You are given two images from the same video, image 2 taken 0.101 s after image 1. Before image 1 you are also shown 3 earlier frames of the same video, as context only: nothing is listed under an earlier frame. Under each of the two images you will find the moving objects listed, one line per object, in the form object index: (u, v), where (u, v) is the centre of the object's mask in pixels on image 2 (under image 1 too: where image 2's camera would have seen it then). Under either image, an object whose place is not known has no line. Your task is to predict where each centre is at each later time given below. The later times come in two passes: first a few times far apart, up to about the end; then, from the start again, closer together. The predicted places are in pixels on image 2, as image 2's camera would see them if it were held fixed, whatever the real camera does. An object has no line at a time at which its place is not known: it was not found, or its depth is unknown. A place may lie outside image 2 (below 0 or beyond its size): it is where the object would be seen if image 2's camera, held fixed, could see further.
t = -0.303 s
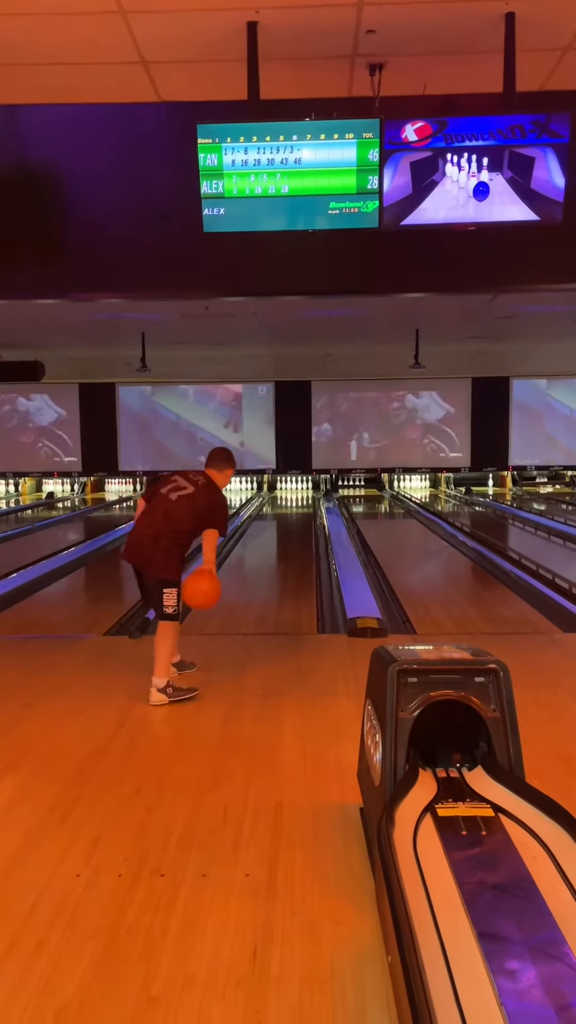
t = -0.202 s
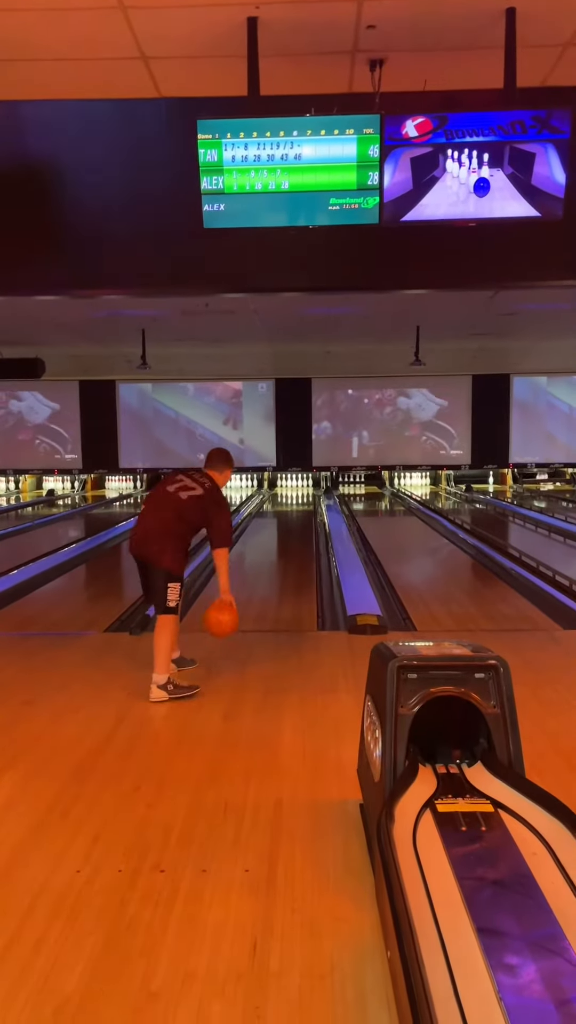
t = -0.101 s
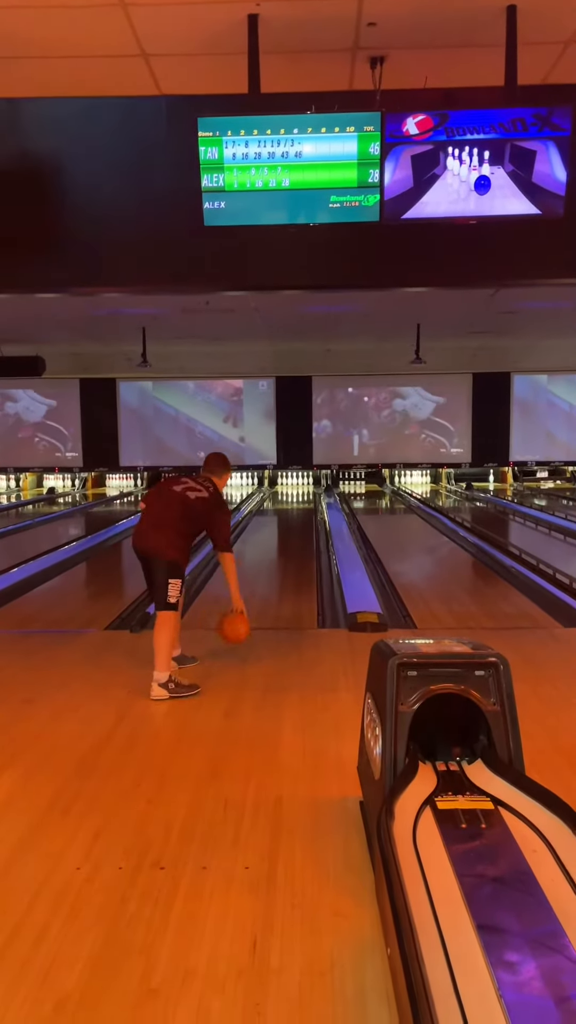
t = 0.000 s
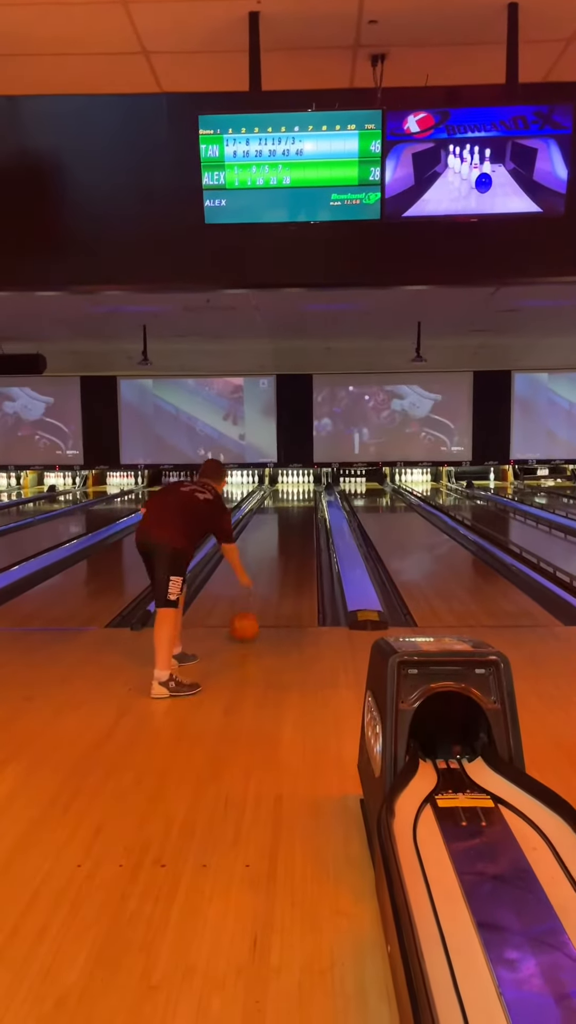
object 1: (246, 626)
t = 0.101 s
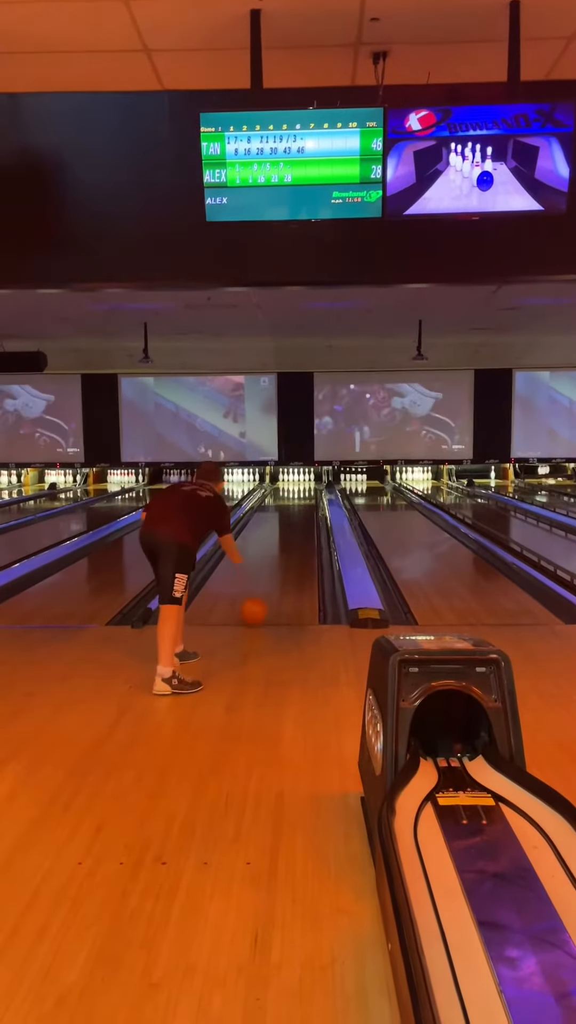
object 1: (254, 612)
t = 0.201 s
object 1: (260, 598)
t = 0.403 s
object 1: (270, 580)
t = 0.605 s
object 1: (277, 565)
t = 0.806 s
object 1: (284, 553)
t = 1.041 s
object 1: (289, 541)
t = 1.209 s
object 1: (292, 535)
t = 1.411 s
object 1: (295, 528)
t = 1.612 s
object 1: (298, 521)
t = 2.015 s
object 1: (302, 513)
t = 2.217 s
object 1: (303, 509)
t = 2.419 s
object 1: (305, 505)
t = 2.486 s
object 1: (305, 504)
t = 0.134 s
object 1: (257, 606)
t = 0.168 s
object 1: (259, 601)
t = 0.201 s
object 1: (260, 598)
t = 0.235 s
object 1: (262, 595)
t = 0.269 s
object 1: (263, 592)
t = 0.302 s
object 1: (265, 589)
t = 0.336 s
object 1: (267, 586)
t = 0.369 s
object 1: (269, 582)
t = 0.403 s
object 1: (270, 580)
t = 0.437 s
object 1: (272, 577)
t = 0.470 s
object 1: (273, 574)
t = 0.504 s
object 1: (274, 572)
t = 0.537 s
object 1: (275, 569)
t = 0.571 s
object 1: (276, 567)
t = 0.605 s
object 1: (277, 565)
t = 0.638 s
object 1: (278, 563)
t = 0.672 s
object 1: (279, 560)
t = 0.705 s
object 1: (281, 558)
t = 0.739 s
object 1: (282, 556)
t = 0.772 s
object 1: (283, 554)
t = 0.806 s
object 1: (284, 553)
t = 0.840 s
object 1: (285, 550)
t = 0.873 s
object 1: (285, 549)
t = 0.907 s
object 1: (286, 548)
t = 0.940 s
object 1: (287, 546)
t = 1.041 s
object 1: (289, 541)
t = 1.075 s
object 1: (290, 540)
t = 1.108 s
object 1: (290, 539)
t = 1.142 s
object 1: (291, 537)
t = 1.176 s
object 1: (291, 536)
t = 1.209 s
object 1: (292, 535)
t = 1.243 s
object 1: (292, 534)
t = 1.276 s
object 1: (293, 533)
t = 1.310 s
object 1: (293, 532)
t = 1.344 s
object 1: (294, 531)
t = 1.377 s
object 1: (295, 530)
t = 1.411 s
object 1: (295, 528)
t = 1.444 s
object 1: (296, 526)
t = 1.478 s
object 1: (297, 525)
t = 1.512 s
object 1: (297, 524)
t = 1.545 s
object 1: (297, 523)
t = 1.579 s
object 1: (297, 522)
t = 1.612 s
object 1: (298, 521)
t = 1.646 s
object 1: (299, 521)
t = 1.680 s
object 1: (299, 519)
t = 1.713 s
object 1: (300, 519)
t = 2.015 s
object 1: (302, 513)
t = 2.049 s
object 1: (302, 512)
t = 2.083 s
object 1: (302, 512)
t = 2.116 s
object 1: (303, 511)
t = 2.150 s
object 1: (303, 510)
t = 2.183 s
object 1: (303, 510)
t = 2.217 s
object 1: (303, 509)
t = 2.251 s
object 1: (304, 508)
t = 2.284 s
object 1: (303, 507)
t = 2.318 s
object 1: (304, 506)
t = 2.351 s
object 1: (304, 506)
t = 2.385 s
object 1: (304, 505)
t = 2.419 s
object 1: (305, 505)
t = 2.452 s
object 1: (305, 504)
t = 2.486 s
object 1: (305, 504)
